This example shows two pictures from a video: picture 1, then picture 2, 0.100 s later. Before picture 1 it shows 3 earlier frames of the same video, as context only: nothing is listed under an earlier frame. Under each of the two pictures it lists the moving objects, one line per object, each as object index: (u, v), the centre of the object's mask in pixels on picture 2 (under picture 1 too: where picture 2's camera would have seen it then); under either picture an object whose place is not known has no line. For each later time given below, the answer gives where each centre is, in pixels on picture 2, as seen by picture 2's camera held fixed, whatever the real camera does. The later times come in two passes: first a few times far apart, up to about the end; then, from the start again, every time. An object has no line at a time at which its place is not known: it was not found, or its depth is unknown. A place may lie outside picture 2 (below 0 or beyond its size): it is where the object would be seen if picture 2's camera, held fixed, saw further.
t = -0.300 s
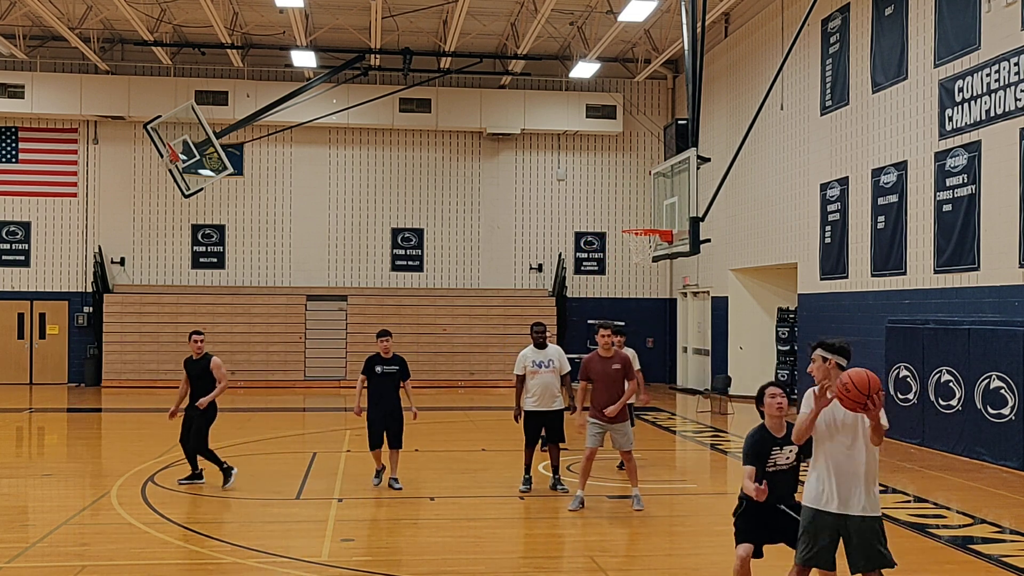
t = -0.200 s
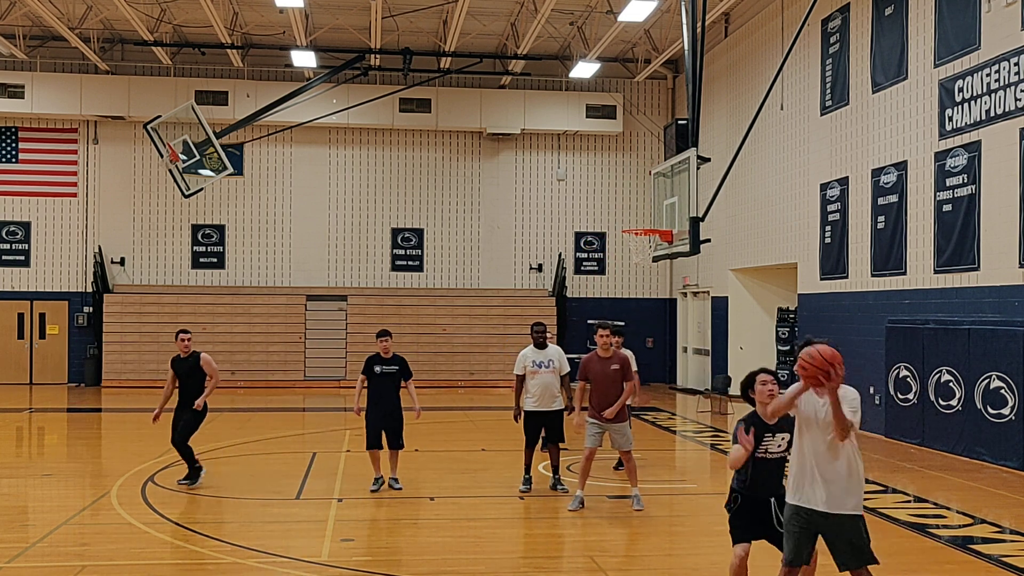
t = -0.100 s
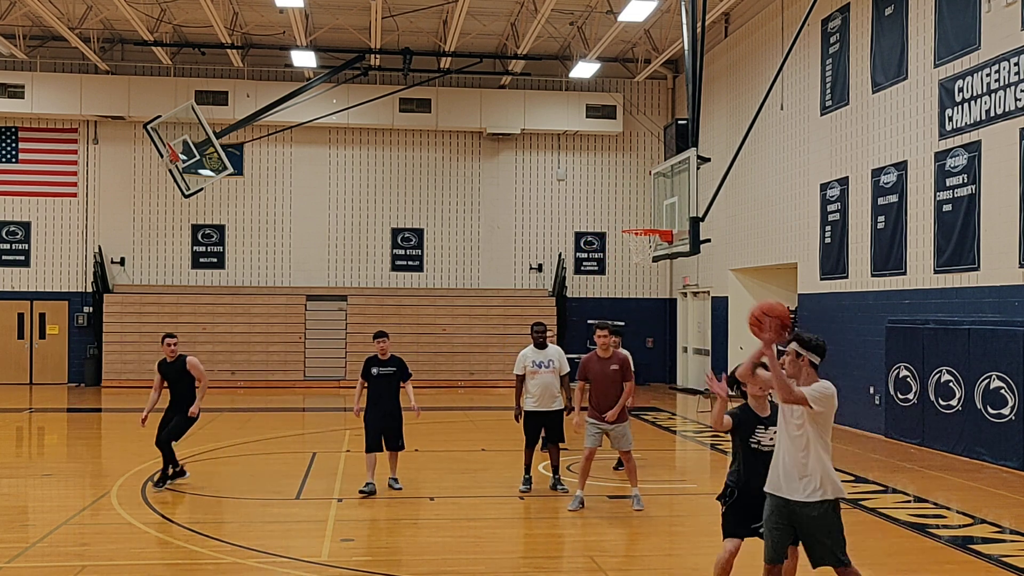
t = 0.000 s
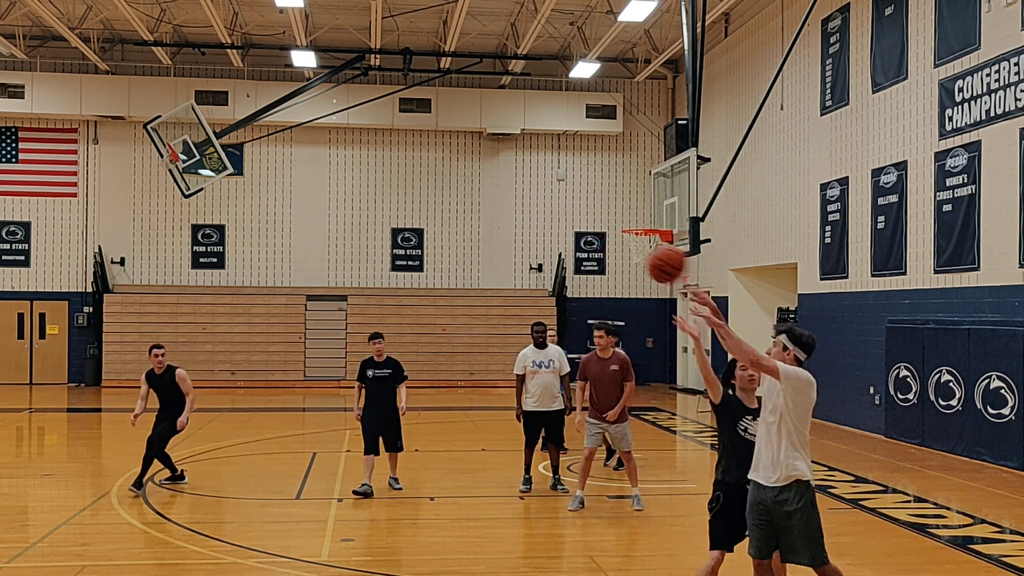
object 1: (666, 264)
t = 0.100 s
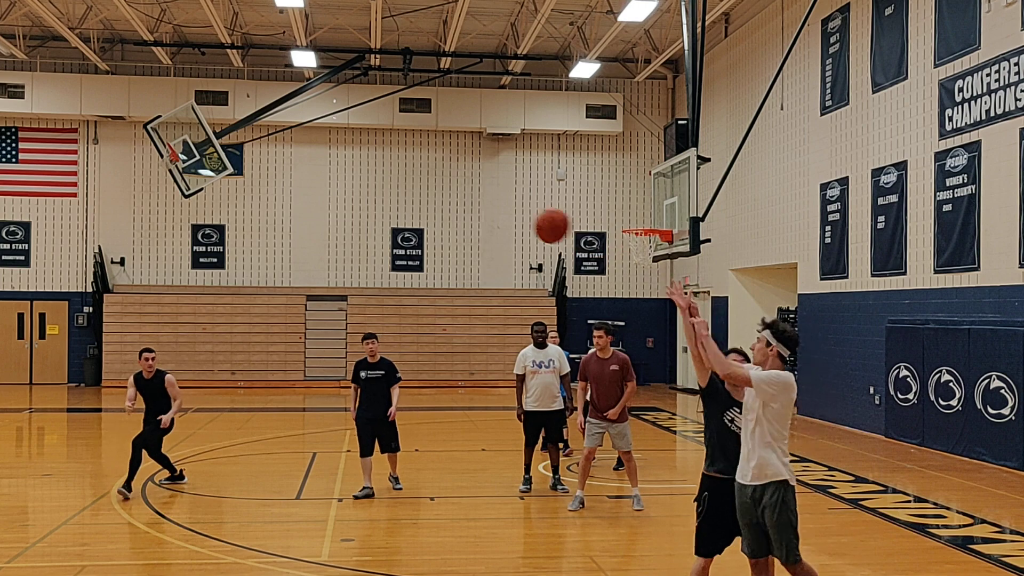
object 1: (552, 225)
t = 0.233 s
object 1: (426, 203)
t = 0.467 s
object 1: (258, 222)
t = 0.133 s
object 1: (518, 217)
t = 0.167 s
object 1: (486, 211)
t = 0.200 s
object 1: (455, 206)
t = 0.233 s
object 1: (426, 203)
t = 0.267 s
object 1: (398, 202)
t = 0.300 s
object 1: (372, 202)
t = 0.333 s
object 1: (347, 203)
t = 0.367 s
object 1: (323, 206)
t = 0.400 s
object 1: (300, 210)
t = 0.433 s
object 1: (279, 215)
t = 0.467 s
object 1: (258, 222)
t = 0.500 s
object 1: (238, 229)
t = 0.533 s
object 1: (218, 237)
